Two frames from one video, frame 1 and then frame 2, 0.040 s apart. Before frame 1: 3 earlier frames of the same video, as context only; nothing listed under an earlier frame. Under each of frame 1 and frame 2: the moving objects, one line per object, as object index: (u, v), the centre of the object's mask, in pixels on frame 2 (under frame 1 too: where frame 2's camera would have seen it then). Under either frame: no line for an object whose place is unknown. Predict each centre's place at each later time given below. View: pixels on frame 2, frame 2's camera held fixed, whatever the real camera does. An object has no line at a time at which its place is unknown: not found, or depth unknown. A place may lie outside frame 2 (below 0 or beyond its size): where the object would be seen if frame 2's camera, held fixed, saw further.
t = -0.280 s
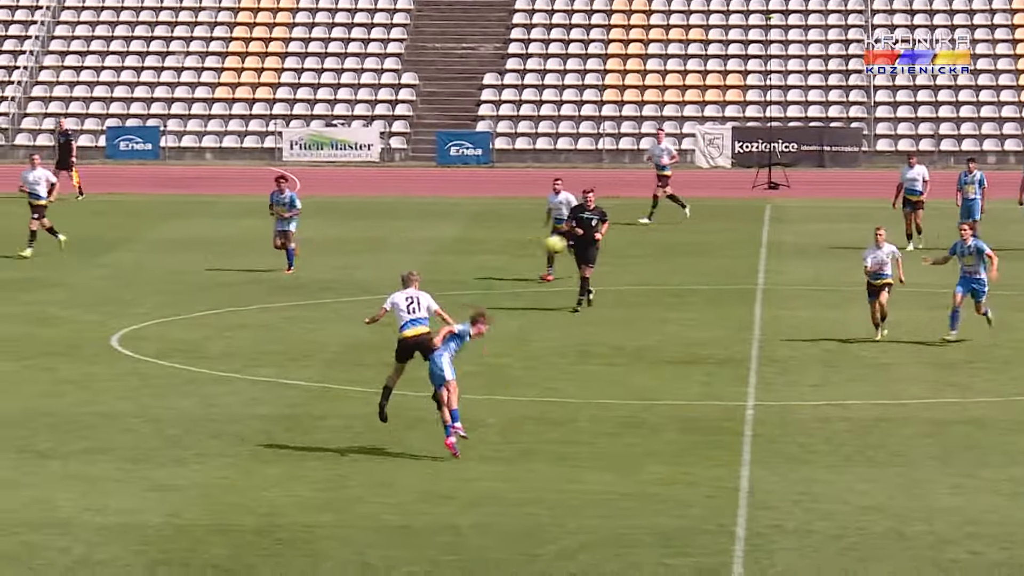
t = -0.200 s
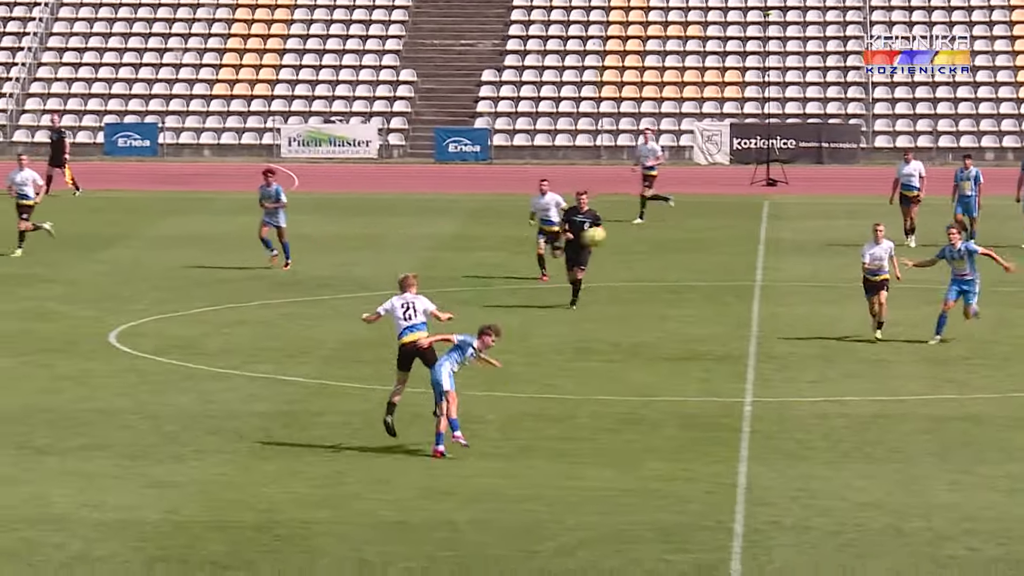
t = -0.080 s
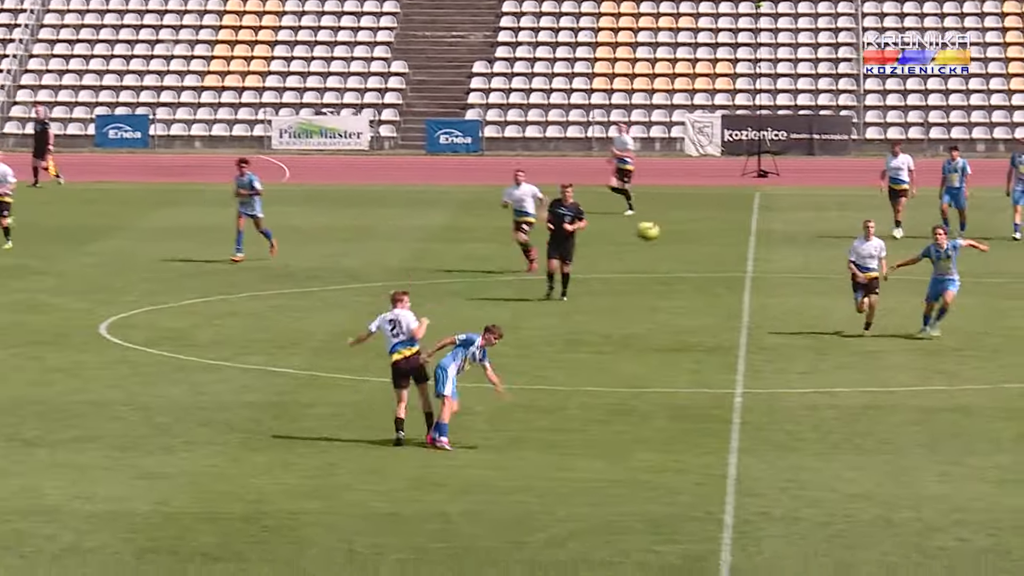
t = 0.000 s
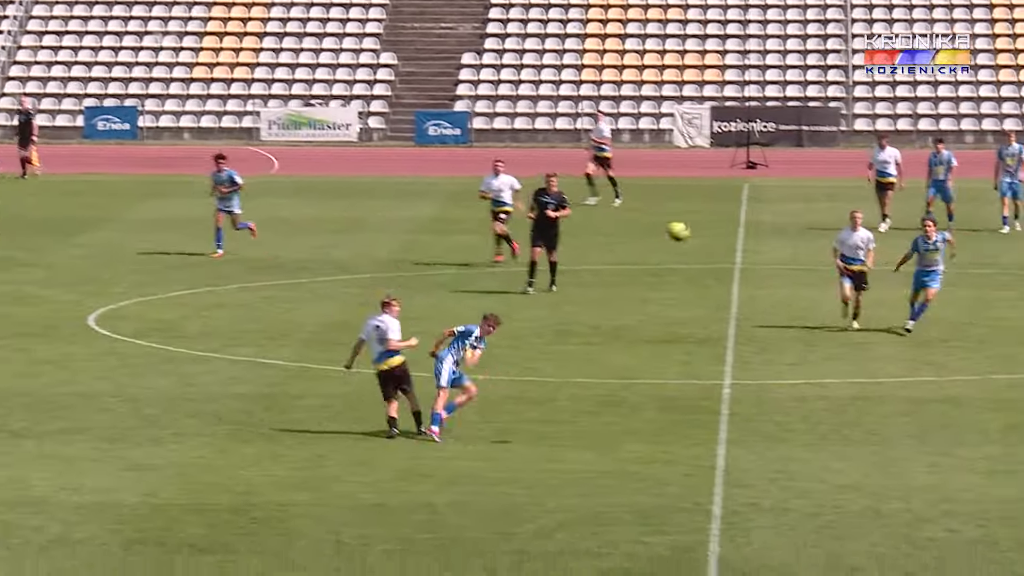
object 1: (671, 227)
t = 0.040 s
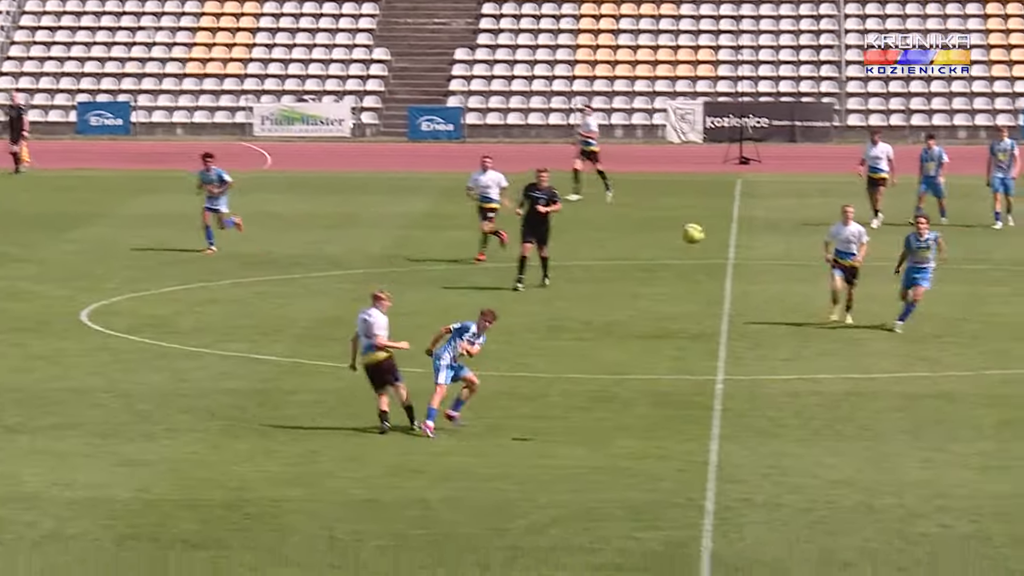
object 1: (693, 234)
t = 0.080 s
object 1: (713, 241)
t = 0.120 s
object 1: (734, 250)
